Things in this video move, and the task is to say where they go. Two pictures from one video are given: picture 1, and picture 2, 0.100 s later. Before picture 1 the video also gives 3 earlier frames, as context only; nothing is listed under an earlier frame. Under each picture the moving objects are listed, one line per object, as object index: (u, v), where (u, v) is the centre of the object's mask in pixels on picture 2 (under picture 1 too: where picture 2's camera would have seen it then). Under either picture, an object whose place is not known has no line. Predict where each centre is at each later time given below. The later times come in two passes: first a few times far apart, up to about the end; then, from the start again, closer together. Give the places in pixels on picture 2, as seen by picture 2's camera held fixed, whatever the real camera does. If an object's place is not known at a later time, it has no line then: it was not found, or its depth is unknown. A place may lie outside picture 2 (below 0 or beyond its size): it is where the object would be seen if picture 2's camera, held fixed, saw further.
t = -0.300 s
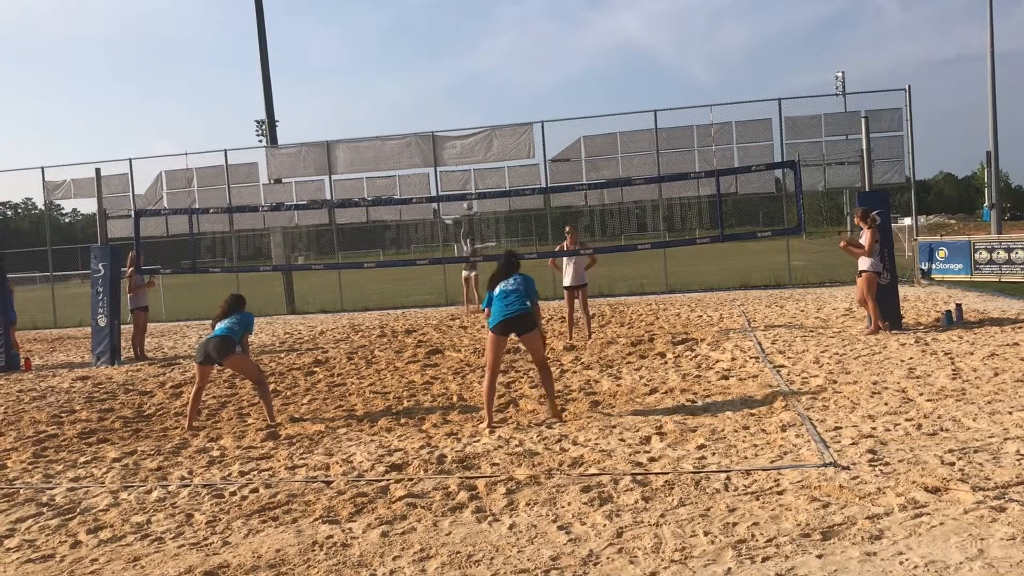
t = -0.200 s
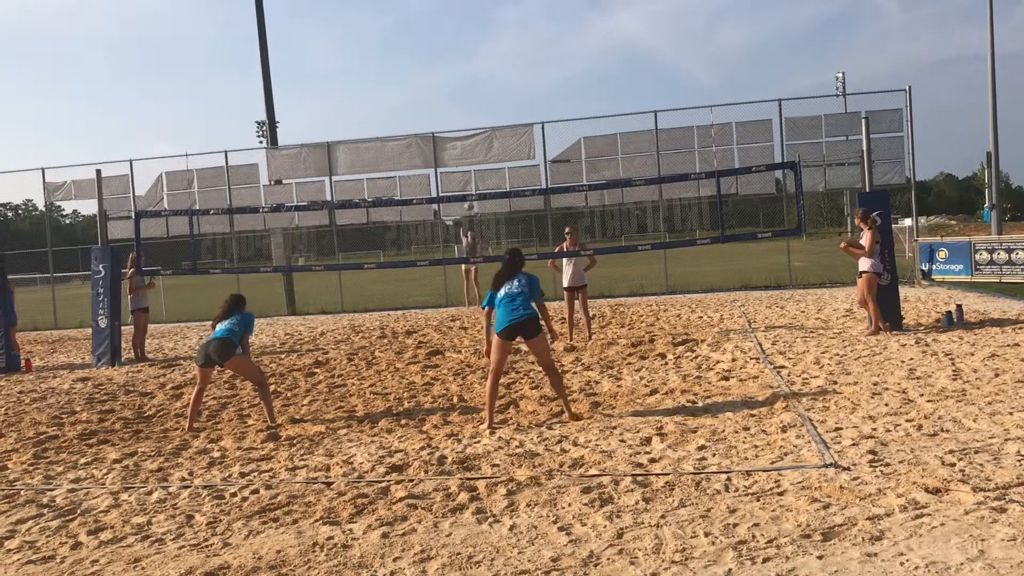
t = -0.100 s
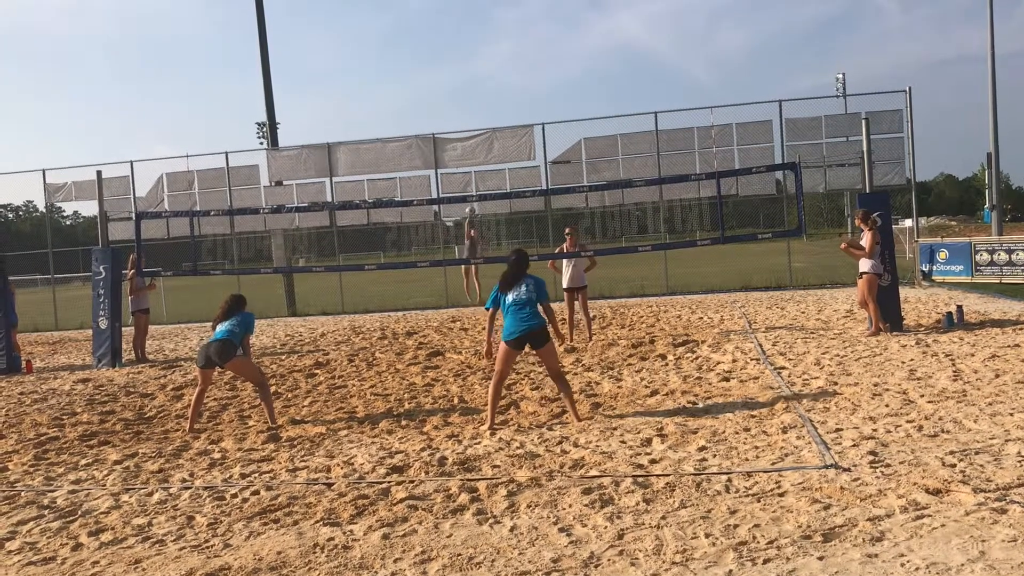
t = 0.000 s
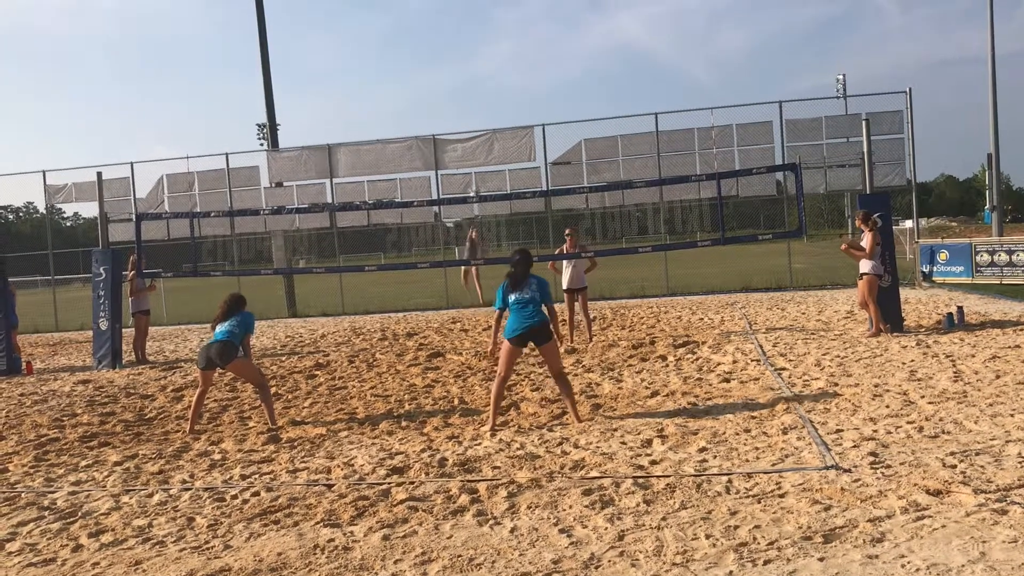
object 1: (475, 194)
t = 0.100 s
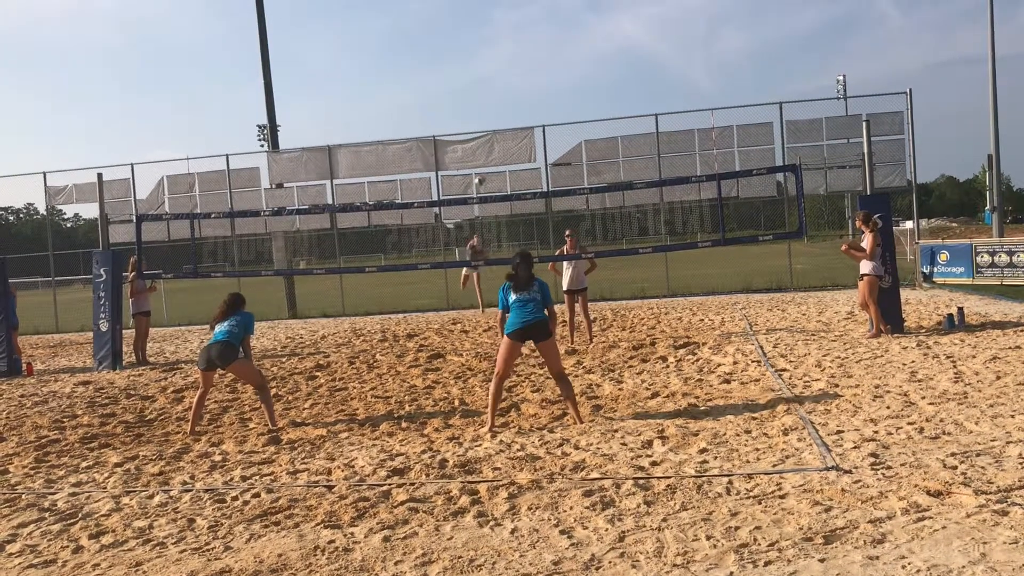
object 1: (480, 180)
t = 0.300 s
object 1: (488, 158)
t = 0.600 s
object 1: (494, 162)
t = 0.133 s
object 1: (481, 176)
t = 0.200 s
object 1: (484, 167)
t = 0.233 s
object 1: (486, 164)
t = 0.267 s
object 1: (487, 161)
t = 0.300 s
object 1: (488, 158)
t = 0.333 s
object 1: (489, 156)
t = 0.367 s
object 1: (489, 155)
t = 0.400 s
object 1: (490, 154)
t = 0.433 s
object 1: (490, 154)
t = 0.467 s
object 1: (490, 154)
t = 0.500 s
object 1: (491, 155)
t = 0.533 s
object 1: (492, 156)
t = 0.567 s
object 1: (493, 158)
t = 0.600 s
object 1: (494, 162)
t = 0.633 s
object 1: (495, 166)
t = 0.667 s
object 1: (495, 173)
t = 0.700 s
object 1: (496, 181)
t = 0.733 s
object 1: (497, 188)
